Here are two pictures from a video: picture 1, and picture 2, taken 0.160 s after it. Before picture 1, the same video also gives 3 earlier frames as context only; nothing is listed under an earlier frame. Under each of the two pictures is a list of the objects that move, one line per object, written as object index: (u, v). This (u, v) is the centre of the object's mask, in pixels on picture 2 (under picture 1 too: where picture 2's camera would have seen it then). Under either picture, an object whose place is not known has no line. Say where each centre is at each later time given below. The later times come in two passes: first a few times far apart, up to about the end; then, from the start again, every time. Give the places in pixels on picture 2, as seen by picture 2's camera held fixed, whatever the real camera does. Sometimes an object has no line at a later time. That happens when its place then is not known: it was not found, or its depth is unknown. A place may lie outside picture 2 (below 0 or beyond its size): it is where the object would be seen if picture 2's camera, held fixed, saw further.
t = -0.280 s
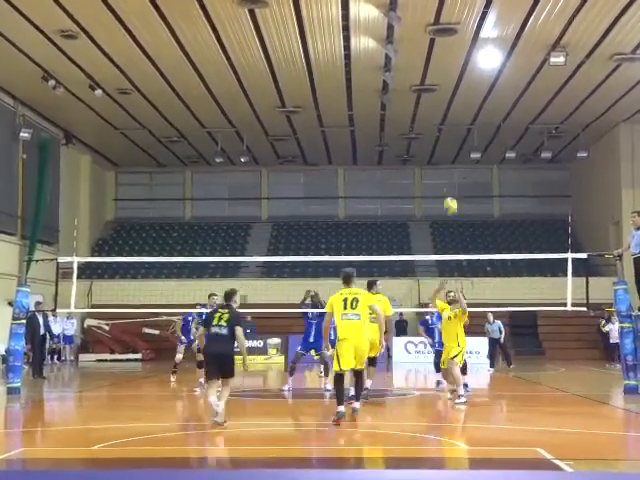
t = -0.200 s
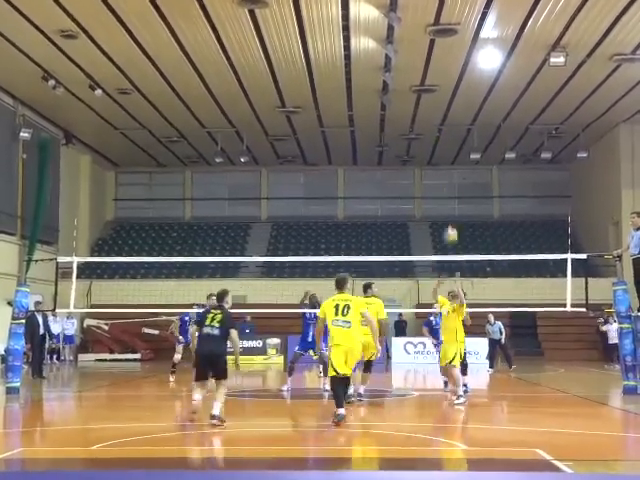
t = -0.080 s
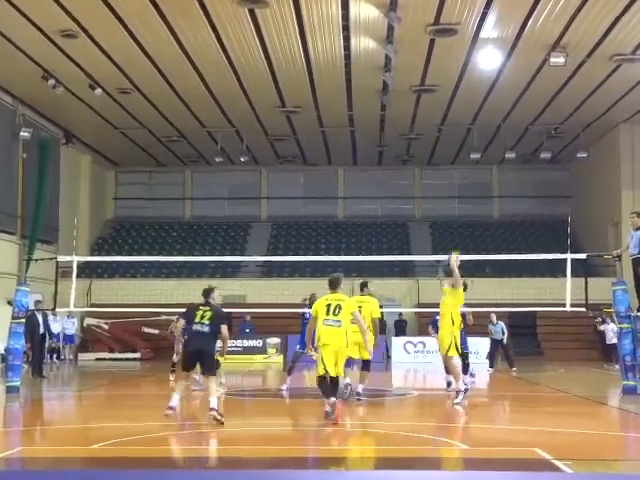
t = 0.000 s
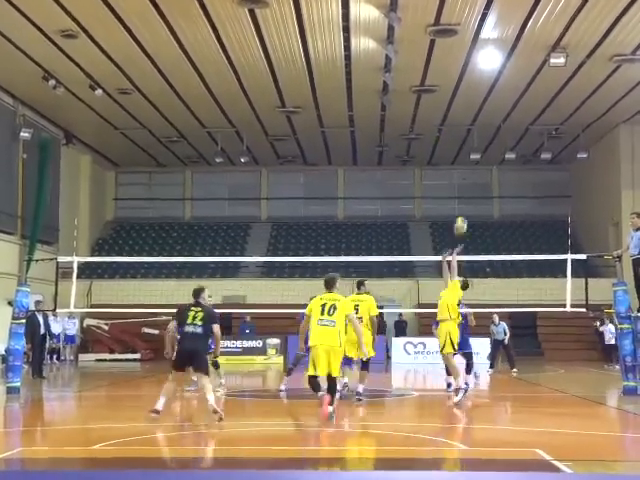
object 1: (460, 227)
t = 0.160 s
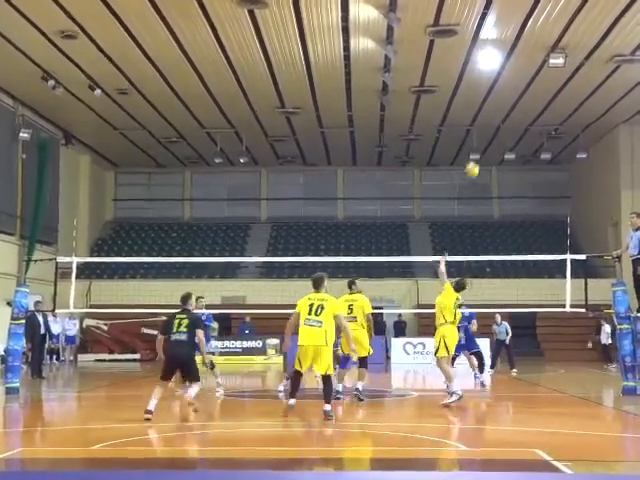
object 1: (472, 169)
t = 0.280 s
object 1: (480, 139)
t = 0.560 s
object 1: (501, 102)
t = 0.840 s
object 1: (521, 113)
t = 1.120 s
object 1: (542, 169)
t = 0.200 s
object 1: (474, 159)
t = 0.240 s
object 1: (477, 150)
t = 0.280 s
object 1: (480, 139)
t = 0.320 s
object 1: (484, 131)
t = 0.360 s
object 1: (486, 124)
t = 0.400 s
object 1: (489, 117)
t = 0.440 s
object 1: (492, 112)
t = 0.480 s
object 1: (495, 107)
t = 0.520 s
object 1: (498, 105)
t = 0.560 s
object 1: (501, 102)
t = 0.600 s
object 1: (504, 101)
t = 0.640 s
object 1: (507, 101)
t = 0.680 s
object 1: (510, 103)
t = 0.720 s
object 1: (513, 104)
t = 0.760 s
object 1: (517, 105)
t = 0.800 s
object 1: (519, 109)
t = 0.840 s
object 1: (521, 113)
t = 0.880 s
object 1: (525, 118)
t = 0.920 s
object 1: (527, 126)
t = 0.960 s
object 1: (531, 132)
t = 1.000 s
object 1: (533, 141)
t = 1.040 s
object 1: (536, 148)
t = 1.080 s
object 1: (539, 158)
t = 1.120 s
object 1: (542, 169)
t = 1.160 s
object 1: (544, 181)
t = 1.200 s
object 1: (546, 193)
